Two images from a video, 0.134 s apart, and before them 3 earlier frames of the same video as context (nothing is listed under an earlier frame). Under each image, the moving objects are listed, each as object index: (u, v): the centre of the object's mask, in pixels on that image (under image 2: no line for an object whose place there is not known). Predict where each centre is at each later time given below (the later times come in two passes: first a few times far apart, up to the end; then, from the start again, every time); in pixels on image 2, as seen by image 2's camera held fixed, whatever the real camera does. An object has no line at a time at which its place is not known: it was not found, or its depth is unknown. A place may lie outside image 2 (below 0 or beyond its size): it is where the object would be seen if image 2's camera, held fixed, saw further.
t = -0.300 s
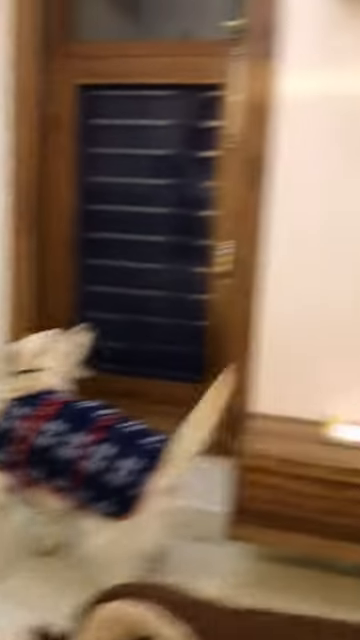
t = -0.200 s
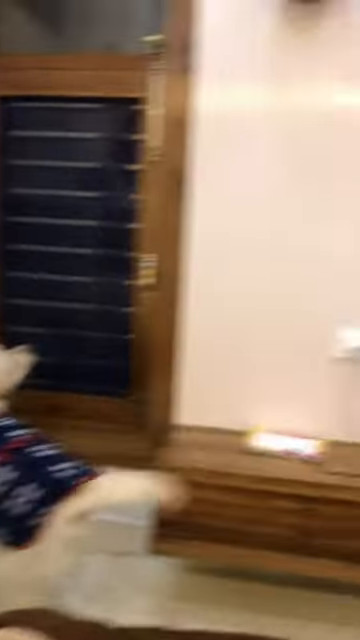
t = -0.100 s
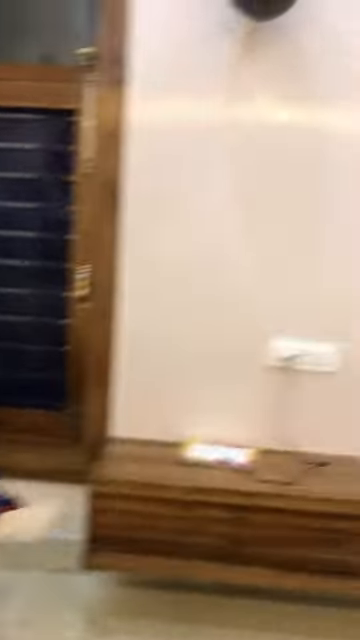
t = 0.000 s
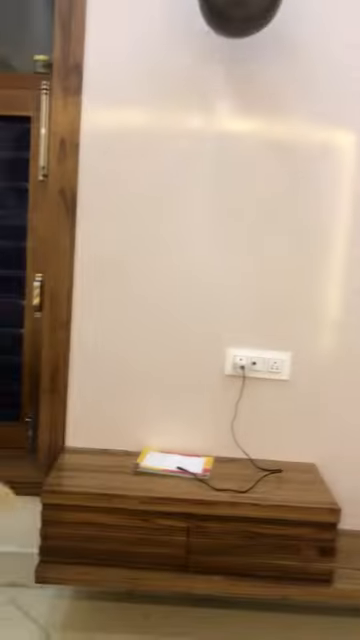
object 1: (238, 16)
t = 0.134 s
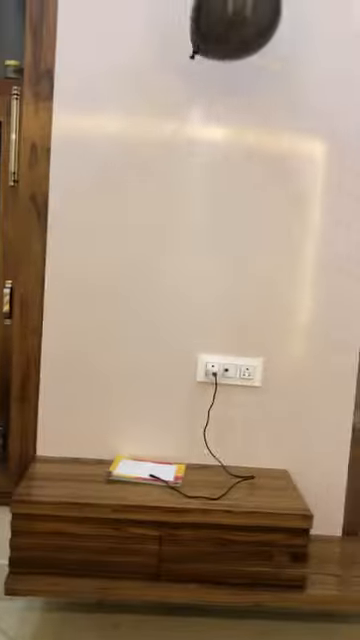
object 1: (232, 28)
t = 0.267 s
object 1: (255, 38)
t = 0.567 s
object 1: (285, 110)
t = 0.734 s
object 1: (294, 166)
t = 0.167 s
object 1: (238, 29)
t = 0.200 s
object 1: (244, 32)
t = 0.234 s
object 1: (250, 35)
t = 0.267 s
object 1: (255, 38)
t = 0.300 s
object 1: (261, 41)
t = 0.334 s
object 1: (265, 47)
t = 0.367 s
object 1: (268, 54)
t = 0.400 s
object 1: (271, 62)
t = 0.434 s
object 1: (275, 71)
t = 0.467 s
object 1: (277, 80)
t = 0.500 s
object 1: (280, 90)
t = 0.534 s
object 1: (283, 99)
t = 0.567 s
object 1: (285, 110)
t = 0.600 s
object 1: (287, 121)
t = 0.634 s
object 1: (289, 132)
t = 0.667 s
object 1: (291, 143)
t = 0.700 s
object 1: (293, 155)
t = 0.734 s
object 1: (294, 166)
